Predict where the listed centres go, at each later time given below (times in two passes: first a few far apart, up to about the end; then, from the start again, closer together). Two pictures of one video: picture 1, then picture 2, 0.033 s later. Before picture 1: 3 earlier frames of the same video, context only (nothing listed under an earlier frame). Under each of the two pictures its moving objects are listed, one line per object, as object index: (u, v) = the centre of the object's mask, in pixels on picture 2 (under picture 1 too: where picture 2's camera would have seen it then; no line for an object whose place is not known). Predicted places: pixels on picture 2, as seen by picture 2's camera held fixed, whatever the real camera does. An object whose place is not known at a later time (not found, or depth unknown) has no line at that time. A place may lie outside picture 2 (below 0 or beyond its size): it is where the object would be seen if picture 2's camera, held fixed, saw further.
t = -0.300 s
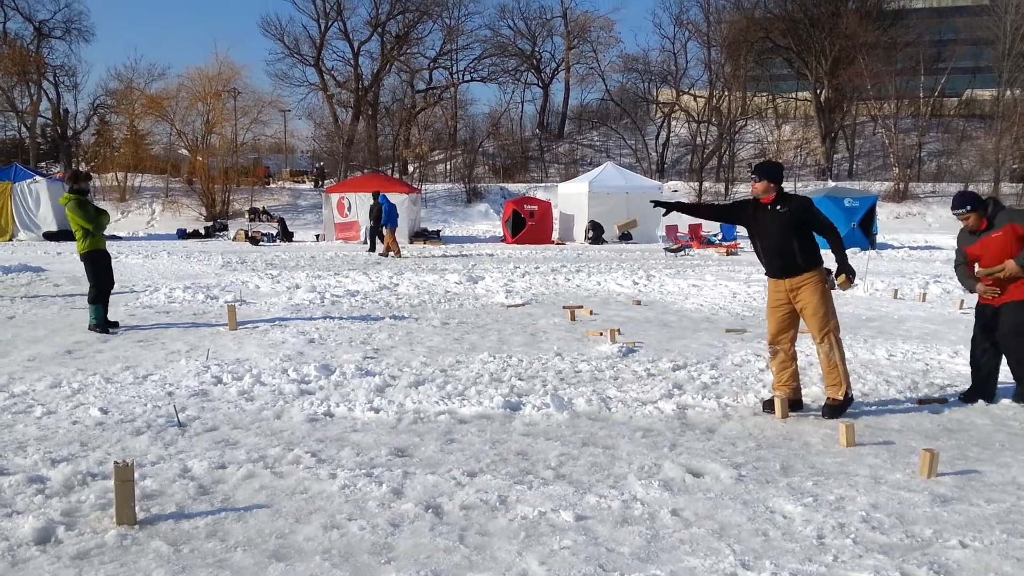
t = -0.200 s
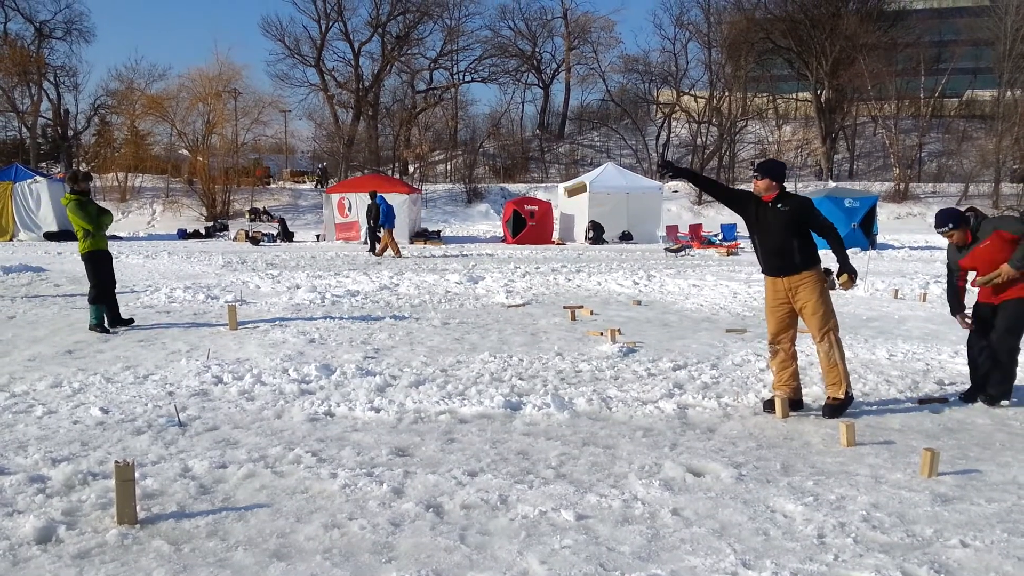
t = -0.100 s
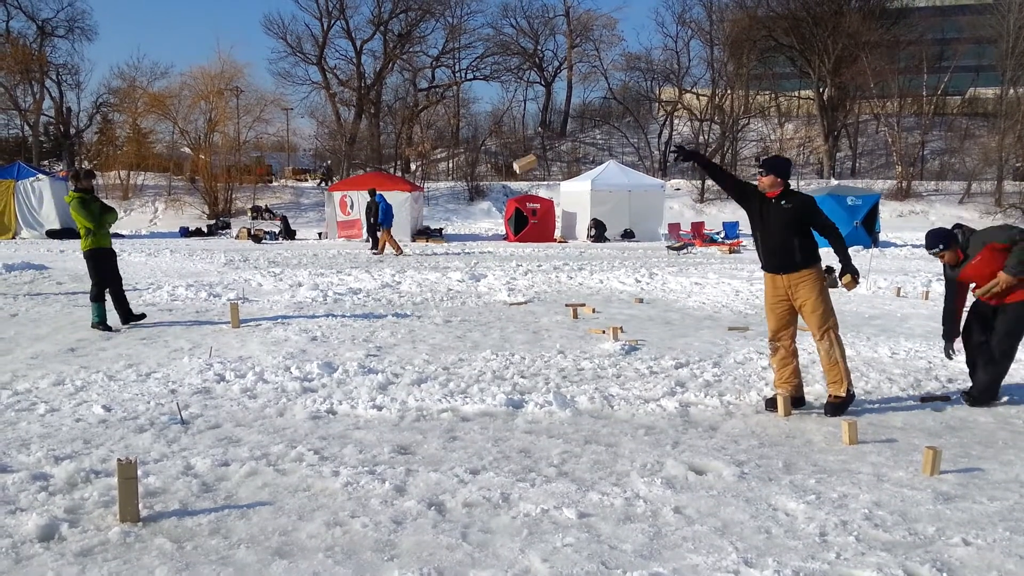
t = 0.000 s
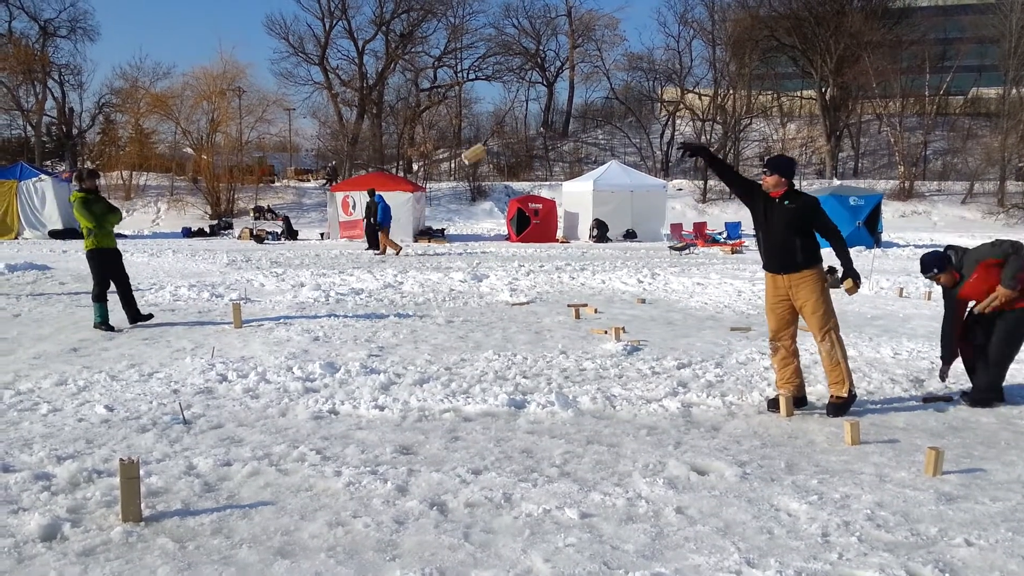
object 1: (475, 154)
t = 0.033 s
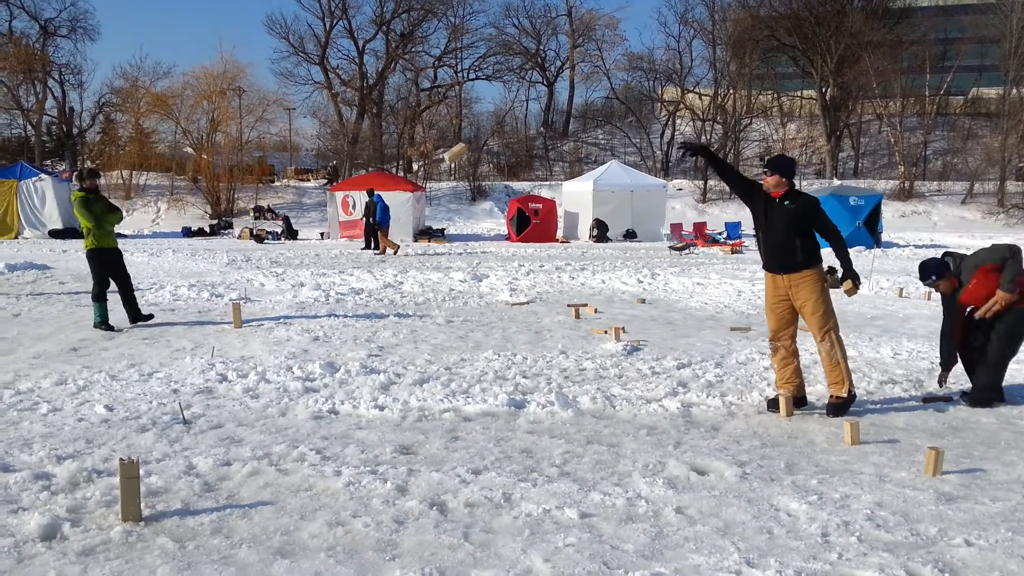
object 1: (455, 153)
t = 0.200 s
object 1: (362, 176)
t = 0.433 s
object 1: (225, 281)
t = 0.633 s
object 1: (108, 429)
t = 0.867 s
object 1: (112, 430)
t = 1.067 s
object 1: (112, 431)
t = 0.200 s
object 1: (362, 176)
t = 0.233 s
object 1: (343, 186)
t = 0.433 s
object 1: (225, 281)
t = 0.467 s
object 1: (205, 303)
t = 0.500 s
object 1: (184, 327)
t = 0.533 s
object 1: (164, 355)
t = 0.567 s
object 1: (143, 383)
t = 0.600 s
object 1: (121, 412)
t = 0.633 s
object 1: (108, 429)
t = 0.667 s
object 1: (108, 429)
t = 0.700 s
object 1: (109, 429)
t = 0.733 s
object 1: (110, 429)
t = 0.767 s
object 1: (111, 429)
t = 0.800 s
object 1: (112, 431)
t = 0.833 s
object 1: (112, 430)
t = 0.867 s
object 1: (112, 430)
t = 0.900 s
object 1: (113, 430)
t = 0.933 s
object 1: (113, 430)
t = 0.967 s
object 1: (112, 431)
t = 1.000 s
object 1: (113, 430)
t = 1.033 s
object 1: (113, 430)
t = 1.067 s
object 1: (112, 431)
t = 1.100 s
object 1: (112, 431)
